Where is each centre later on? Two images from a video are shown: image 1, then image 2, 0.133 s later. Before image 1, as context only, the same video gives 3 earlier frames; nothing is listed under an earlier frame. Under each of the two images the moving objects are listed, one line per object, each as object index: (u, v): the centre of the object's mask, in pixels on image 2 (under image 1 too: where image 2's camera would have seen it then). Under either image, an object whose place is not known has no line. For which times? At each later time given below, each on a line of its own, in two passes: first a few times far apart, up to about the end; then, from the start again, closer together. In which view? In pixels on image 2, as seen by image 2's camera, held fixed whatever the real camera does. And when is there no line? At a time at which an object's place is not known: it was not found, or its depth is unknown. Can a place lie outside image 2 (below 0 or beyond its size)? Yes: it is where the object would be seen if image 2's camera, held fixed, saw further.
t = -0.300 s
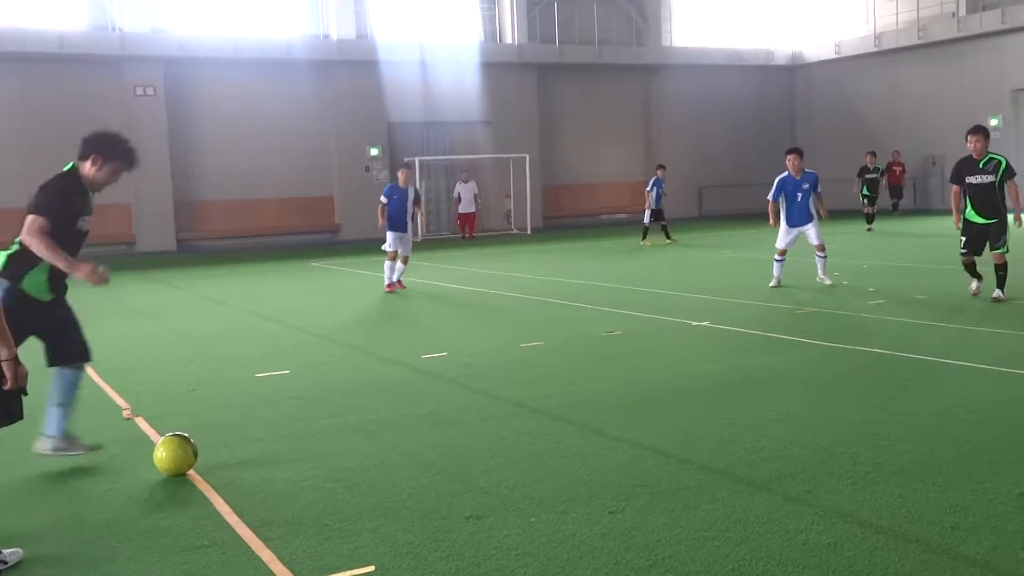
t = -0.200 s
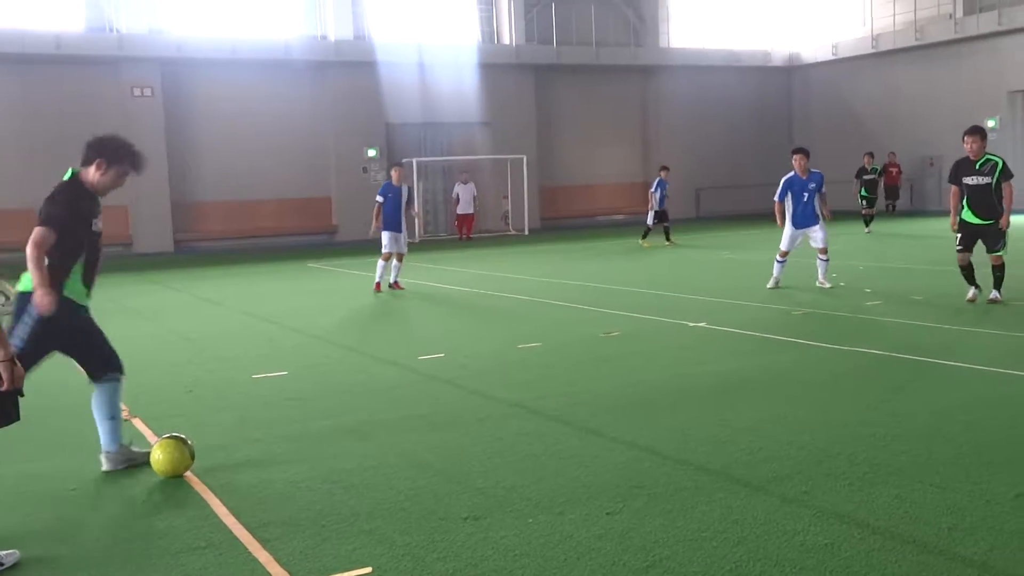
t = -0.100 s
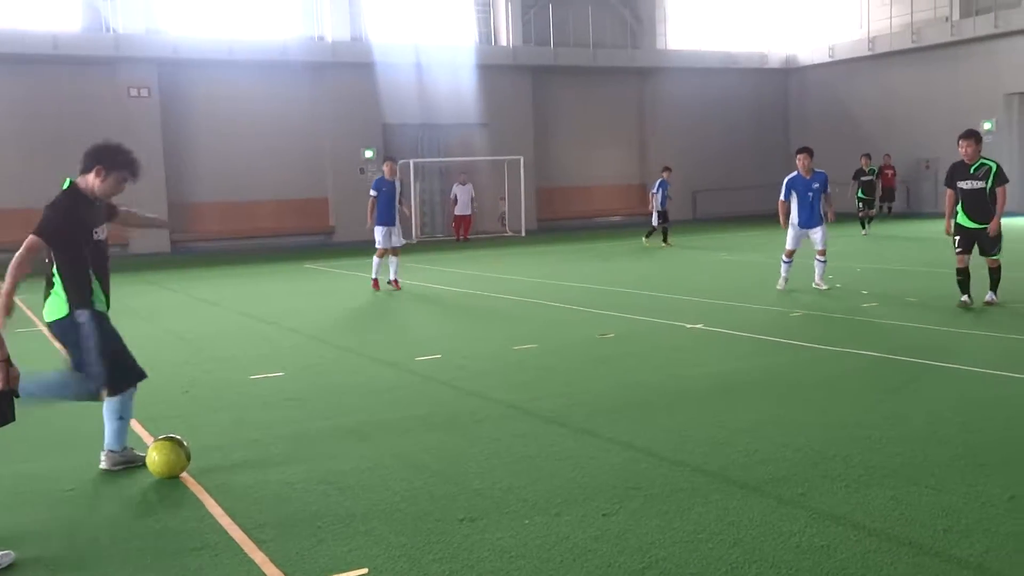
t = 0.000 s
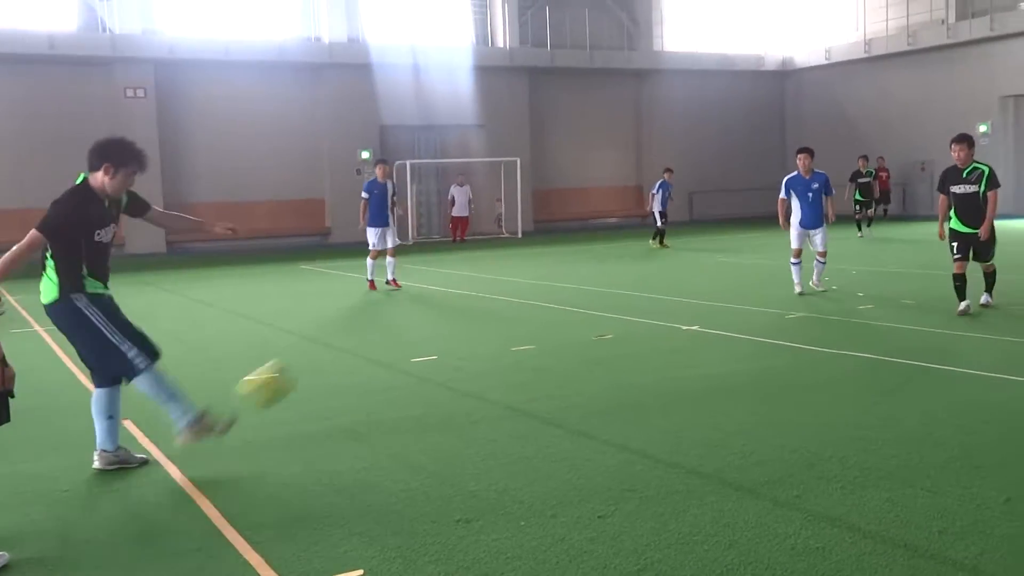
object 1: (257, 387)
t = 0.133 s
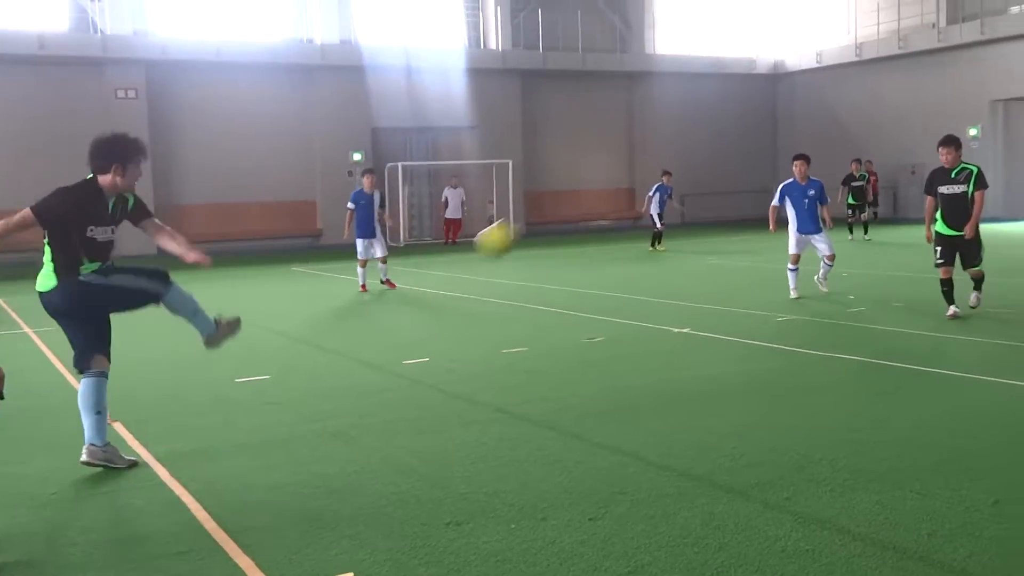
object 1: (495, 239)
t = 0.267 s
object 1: (663, 154)
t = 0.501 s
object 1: (860, 87)
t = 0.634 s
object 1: (939, 80)
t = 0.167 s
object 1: (543, 213)
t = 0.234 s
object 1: (625, 171)
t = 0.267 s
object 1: (663, 154)
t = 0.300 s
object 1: (698, 138)
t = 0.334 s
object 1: (729, 125)
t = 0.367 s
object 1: (759, 114)
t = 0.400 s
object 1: (785, 104)
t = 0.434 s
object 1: (810, 98)
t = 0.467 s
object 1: (837, 92)
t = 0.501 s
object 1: (860, 87)
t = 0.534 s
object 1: (881, 84)
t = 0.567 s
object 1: (902, 81)
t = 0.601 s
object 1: (920, 80)
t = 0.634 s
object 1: (939, 80)
